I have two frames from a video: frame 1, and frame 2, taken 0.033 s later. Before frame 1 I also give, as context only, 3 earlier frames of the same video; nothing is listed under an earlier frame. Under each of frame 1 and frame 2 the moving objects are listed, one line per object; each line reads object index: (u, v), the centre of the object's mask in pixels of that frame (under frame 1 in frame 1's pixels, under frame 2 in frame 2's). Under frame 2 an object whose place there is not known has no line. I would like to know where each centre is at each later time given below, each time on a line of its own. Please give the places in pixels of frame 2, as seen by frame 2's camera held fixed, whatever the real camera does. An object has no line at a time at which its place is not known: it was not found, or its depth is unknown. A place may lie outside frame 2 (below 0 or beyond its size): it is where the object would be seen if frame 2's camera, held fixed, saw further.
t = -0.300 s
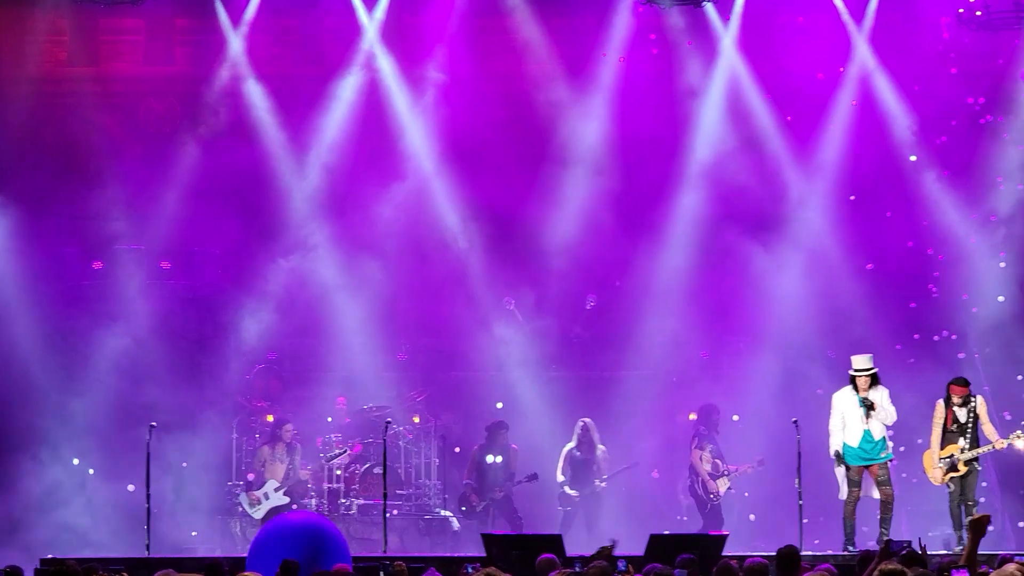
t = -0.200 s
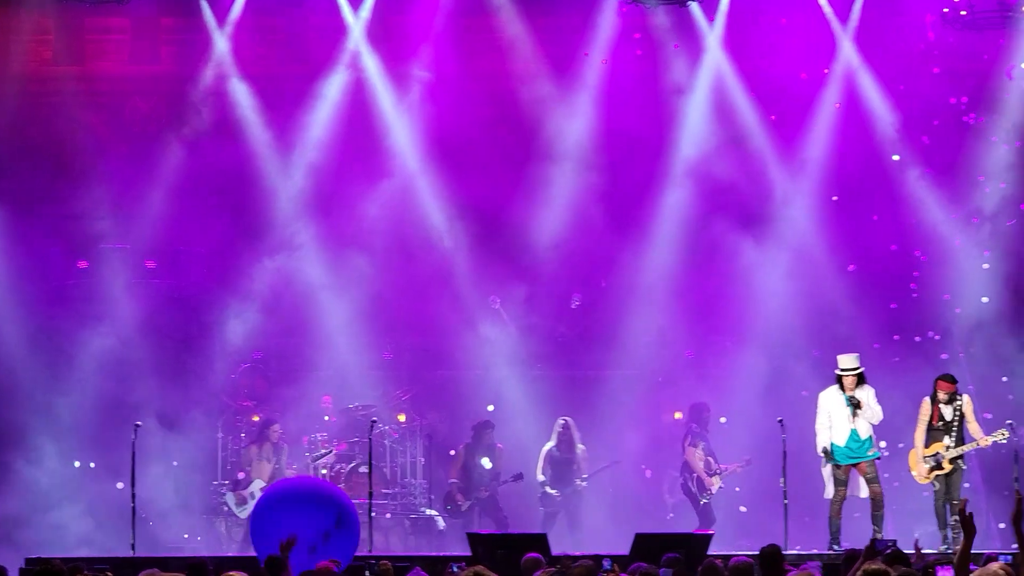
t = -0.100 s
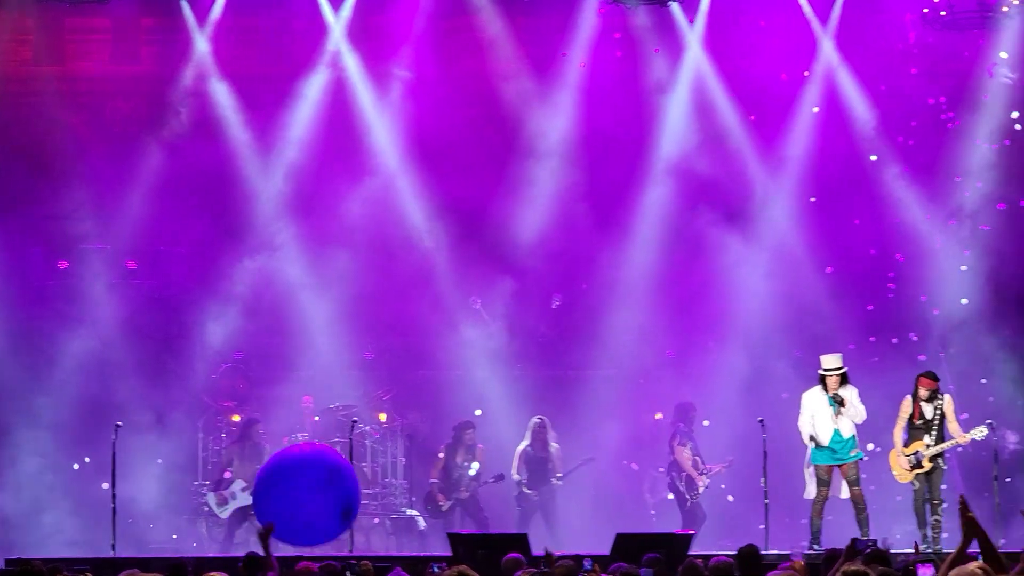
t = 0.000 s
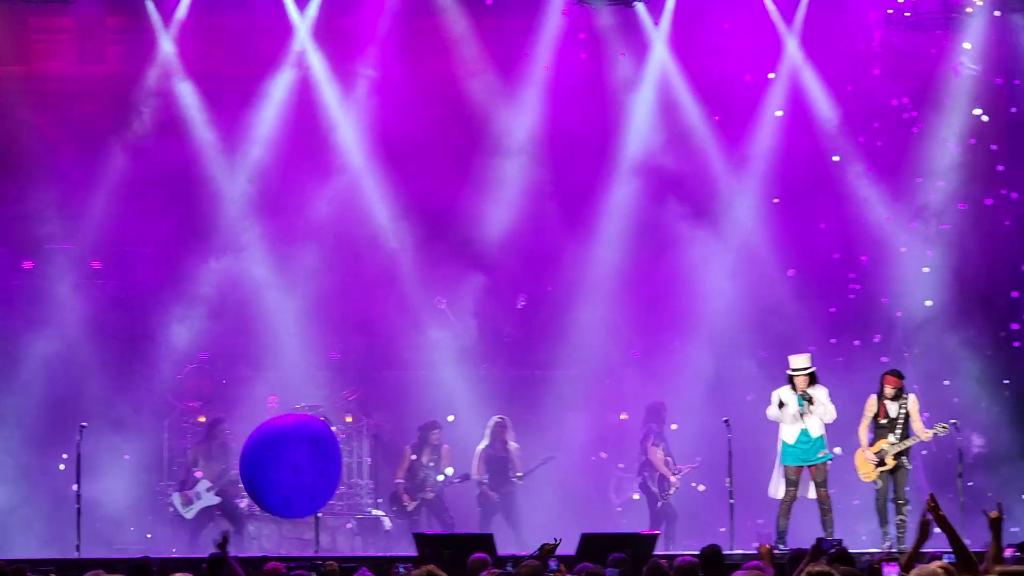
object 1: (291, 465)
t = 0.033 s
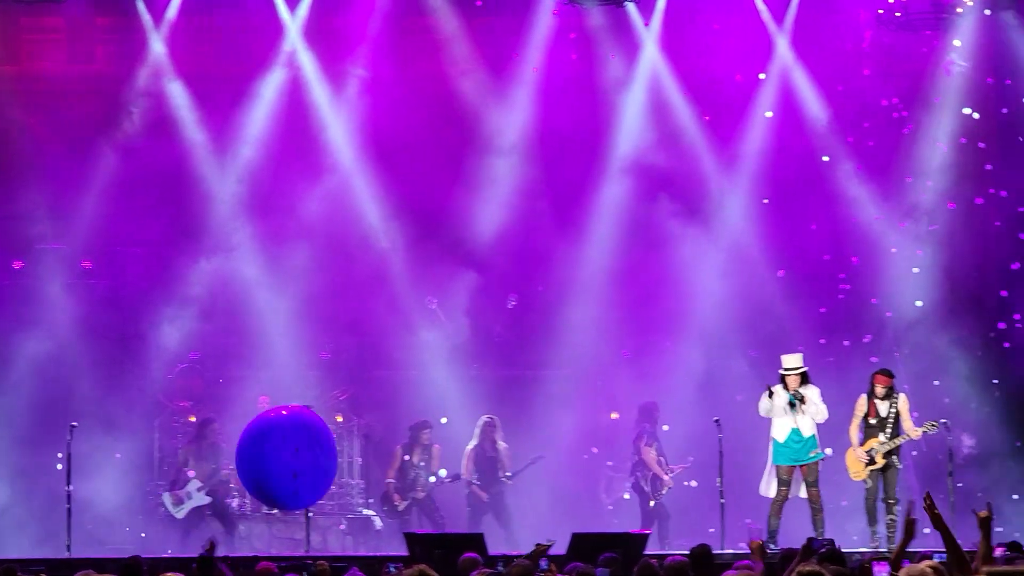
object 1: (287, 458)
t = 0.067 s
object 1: (295, 452)
